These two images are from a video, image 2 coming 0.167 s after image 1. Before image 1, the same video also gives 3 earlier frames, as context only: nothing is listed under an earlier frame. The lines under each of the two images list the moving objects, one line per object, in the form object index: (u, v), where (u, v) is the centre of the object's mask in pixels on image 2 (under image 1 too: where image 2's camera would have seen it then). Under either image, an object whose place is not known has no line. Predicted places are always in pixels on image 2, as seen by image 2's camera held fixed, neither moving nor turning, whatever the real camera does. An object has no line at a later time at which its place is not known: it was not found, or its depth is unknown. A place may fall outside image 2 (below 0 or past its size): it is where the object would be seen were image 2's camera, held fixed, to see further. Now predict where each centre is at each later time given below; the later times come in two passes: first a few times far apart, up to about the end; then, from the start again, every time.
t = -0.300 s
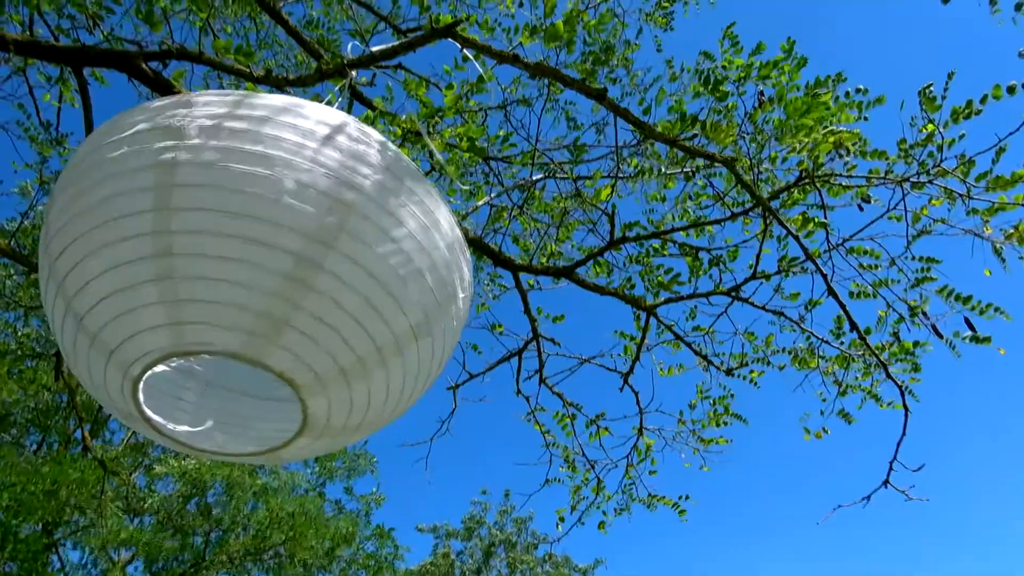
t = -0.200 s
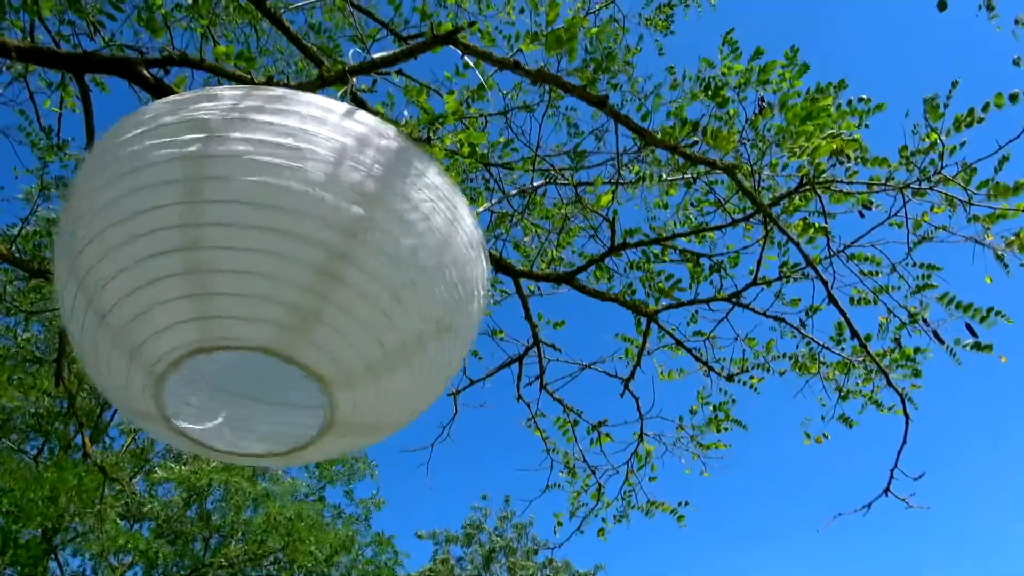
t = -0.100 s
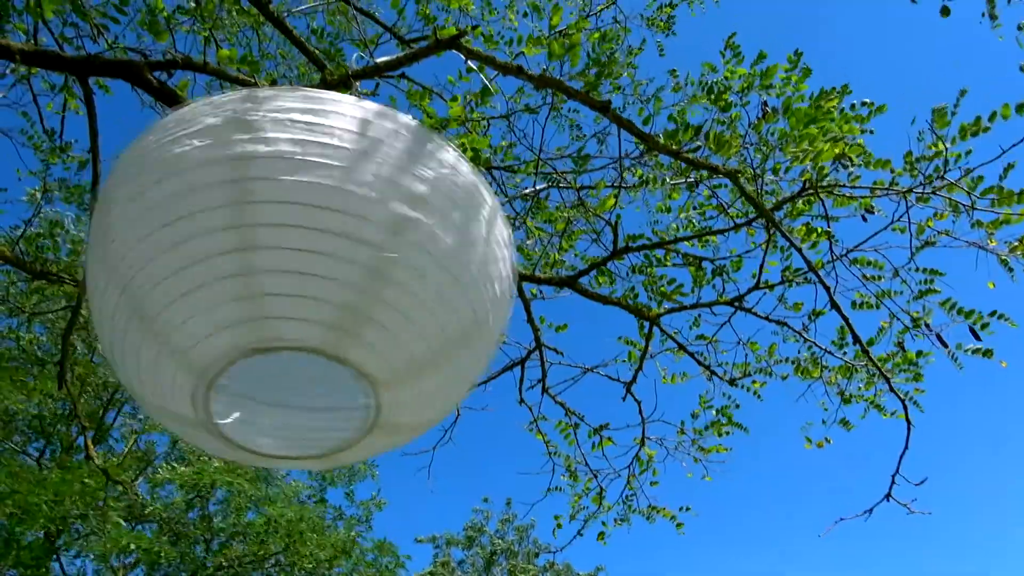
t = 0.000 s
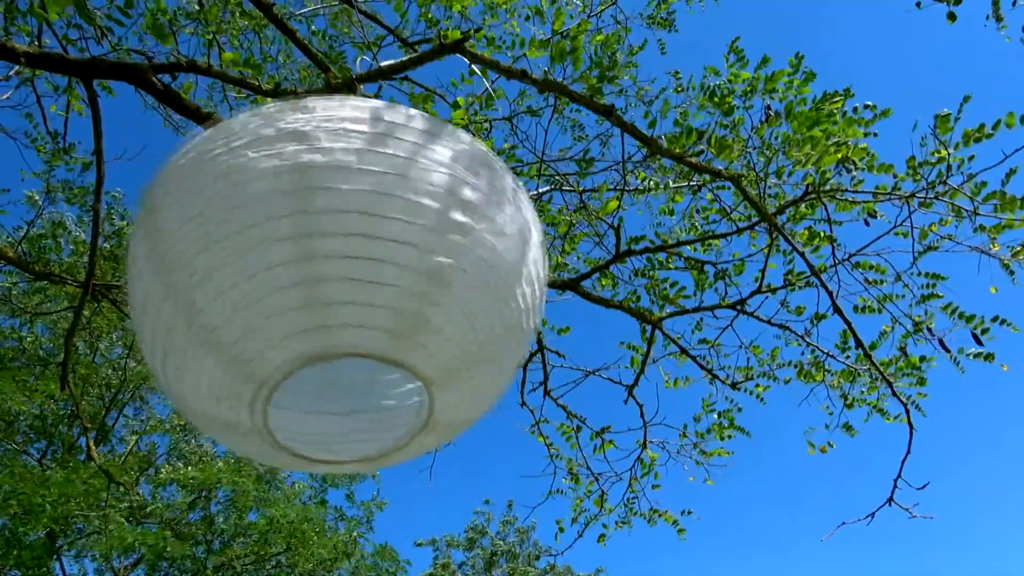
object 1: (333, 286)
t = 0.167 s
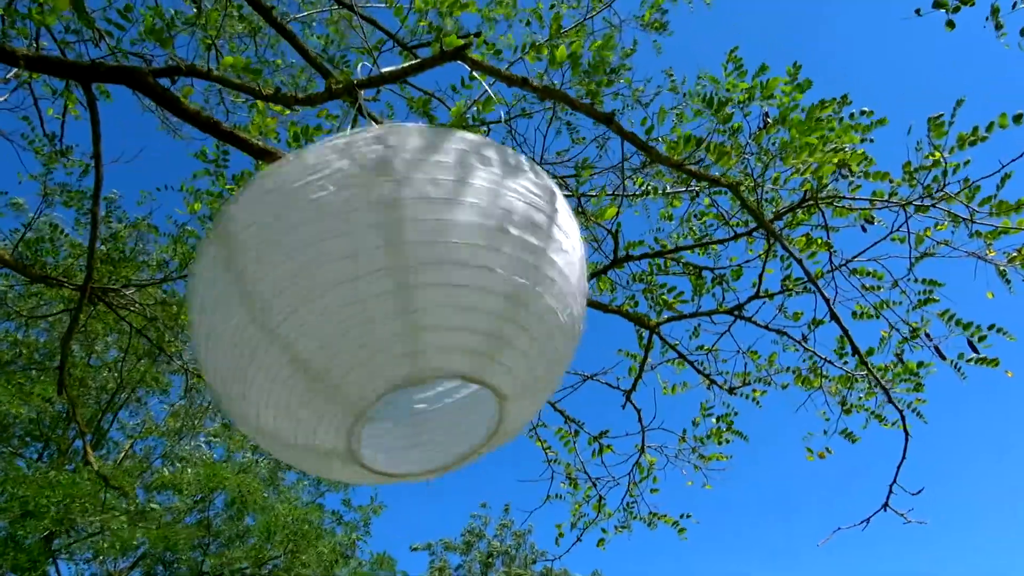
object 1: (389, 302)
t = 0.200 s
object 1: (398, 306)
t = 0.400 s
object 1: (426, 322)
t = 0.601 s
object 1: (408, 340)
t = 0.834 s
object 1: (349, 349)
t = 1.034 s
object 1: (303, 342)
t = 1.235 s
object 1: (288, 328)
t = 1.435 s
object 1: (317, 313)
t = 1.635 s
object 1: (379, 299)
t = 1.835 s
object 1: (432, 298)
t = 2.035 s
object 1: (443, 315)
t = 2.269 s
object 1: (403, 346)
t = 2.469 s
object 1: (346, 360)
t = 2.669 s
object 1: (305, 351)
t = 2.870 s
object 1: (304, 334)
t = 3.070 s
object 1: (342, 309)
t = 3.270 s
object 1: (405, 282)
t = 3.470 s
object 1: (450, 291)
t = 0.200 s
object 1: (398, 306)
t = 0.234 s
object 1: (406, 309)
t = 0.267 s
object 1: (413, 312)
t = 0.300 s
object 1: (418, 315)
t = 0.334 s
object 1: (422, 318)
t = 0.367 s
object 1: (425, 320)
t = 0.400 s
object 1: (426, 322)
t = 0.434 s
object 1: (427, 325)
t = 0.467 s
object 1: (425, 328)
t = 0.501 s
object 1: (423, 331)
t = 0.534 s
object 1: (419, 334)
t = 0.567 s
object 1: (414, 337)
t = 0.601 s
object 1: (408, 340)
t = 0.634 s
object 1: (402, 343)
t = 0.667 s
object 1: (394, 345)
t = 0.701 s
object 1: (386, 347)
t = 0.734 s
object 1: (377, 348)
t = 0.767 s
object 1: (368, 349)
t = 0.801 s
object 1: (359, 349)
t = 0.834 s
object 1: (349, 349)
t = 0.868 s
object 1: (340, 348)
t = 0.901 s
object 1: (332, 347)
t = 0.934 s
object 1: (324, 347)
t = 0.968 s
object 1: (316, 345)
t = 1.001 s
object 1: (309, 344)
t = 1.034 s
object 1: (303, 342)
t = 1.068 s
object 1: (297, 340)
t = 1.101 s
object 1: (294, 338)
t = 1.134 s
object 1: (291, 335)
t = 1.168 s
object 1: (289, 333)
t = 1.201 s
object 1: (287, 330)
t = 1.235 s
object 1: (288, 328)
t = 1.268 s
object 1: (290, 325)
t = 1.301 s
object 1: (293, 323)
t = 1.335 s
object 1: (297, 320)
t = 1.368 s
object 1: (303, 318)
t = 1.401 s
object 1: (309, 316)
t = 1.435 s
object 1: (317, 313)
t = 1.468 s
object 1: (327, 310)
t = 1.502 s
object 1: (336, 308)
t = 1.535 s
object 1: (347, 305)
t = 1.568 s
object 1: (358, 303)
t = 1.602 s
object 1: (368, 301)
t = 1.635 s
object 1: (379, 299)
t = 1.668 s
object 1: (390, 297)
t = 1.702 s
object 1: (400, 296)
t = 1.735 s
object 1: (409, 296)
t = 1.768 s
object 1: (419, 296)
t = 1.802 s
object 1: (426, 297)
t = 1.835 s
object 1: (432, 298)
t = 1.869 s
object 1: (437, 300)
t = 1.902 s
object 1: (441, 302)
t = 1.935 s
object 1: (444, 305)
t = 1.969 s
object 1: (445, 308)
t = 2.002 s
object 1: (445, 311)
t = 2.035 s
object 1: (443, 315)
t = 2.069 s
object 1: (441, 319)
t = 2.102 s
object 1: (437, 323)
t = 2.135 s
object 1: (432, 328)
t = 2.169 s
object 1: (427, 333)
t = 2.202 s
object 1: (419, 337)
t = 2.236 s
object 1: (411, 342)
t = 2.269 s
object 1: (403, 346)
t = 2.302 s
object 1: (394, 350)
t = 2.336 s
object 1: (385, 353)
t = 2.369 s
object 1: (375, 355)
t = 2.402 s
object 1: (365, 358)
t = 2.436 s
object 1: (356, 359)
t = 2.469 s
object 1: (346, 360)
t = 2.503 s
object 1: (337, 360)
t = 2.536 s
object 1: (329, 360)
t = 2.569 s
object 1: (321, 358)
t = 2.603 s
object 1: (315, 356)
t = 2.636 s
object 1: (310, 354)
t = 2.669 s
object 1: (305, 351)
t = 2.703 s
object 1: (302, 349)
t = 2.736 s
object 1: (300, 346)
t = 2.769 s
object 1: (299, 343)
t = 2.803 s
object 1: (299, 340)
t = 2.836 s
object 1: (301, 337)
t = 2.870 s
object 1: (304, 334)
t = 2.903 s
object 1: (307, 331)
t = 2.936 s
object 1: (312, 327)
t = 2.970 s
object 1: (318, 324)
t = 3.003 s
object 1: (325, 319)
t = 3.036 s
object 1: (333, 314)
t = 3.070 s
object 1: (342, 309)
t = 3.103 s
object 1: (352, 303)
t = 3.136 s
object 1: (363, 298)
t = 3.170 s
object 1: (373, 293)
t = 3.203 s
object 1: (384, 288)
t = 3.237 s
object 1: (394, 284)
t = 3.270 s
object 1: (405, 282)
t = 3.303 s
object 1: (414, 281)
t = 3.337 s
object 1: (424, 281)
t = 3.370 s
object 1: (432, 282)
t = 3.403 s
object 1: (439, 284)
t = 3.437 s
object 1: (445, 288)
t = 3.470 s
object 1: (450, 291)
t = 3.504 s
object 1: (454, 296)
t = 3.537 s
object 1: (456, 301)
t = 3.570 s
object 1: (457, 306)
